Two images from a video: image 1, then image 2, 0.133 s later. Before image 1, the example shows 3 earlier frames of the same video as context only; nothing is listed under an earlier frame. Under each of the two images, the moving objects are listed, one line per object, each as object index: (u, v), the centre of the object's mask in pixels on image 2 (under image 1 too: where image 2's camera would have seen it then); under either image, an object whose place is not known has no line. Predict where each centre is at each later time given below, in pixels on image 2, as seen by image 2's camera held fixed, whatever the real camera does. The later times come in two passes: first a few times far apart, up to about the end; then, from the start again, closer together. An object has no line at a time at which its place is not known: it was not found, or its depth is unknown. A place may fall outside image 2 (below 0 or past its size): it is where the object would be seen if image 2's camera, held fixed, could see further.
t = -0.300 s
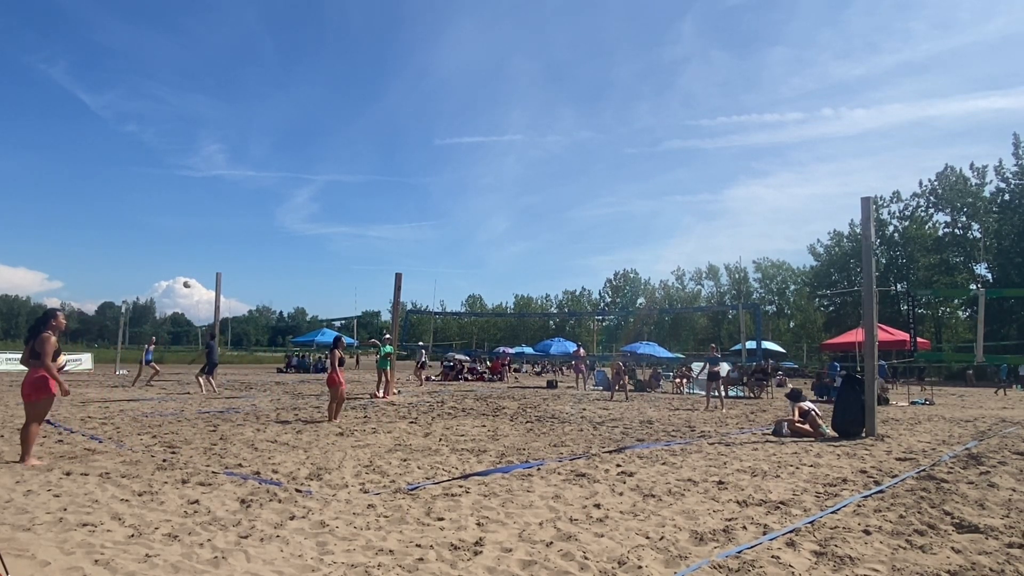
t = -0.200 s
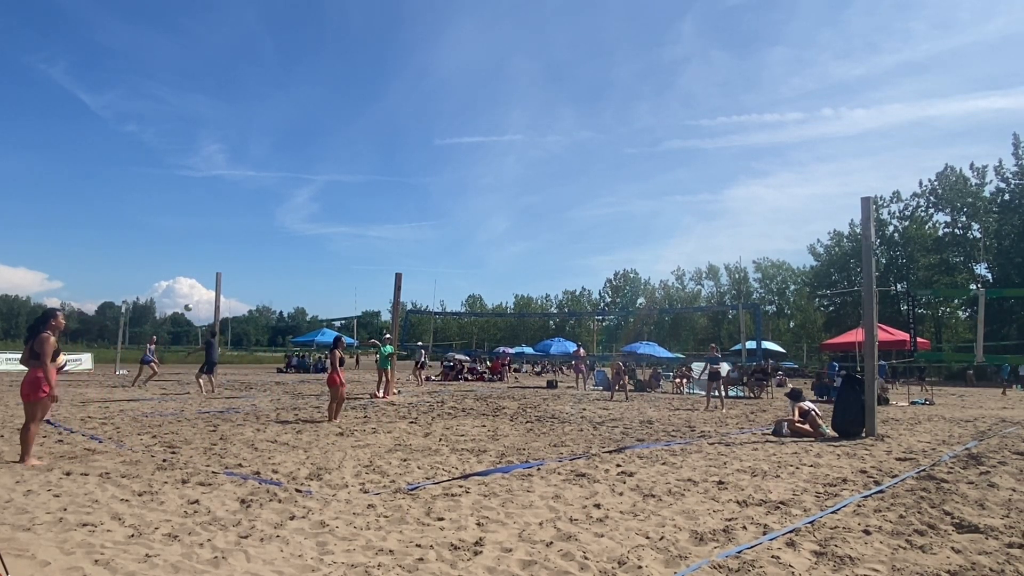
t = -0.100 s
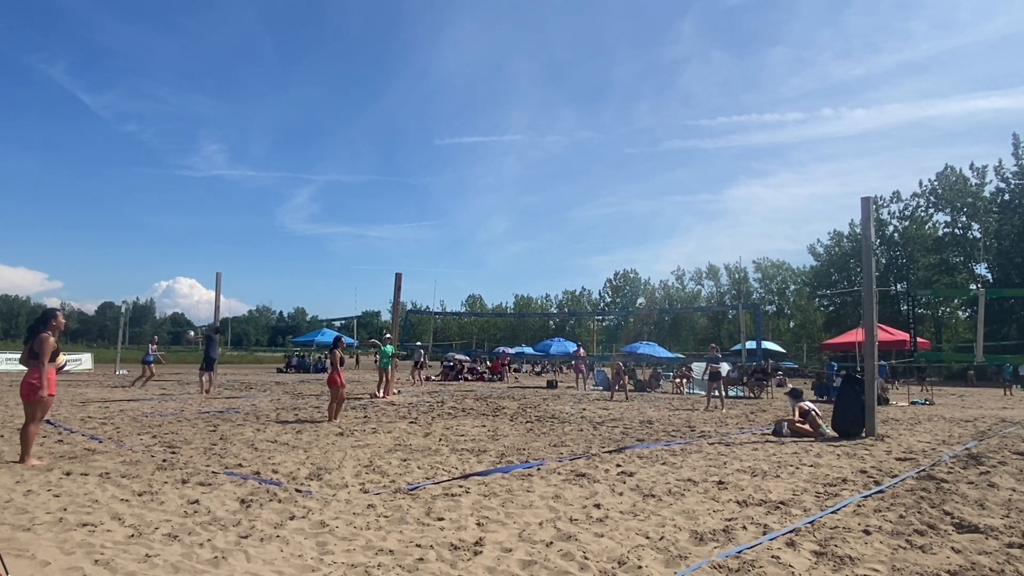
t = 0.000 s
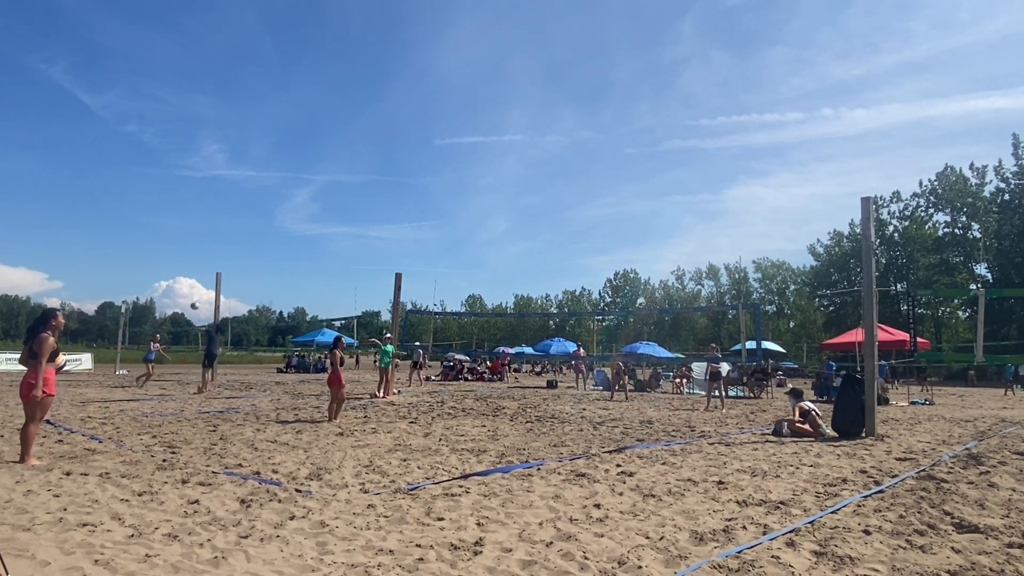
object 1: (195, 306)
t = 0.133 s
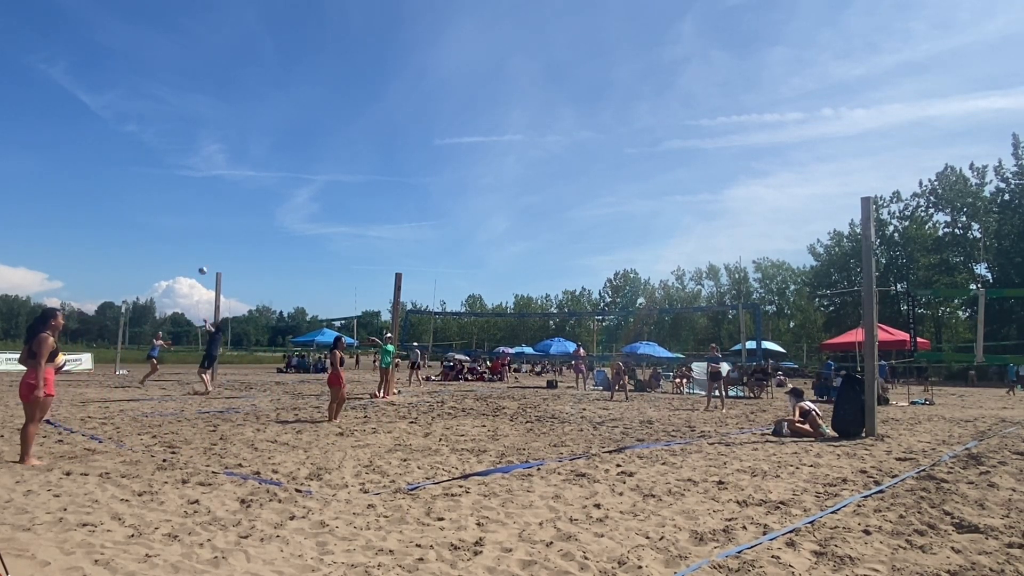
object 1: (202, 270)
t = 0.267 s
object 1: (209, 244)
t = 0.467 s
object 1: (218, 219)
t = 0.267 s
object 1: (209, 244)
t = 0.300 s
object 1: (211, 239)
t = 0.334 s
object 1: (212, 234)
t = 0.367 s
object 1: (214, 229)
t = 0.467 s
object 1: (218, 219)
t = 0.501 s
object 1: (219, 216)
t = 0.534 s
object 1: (220, 214)
